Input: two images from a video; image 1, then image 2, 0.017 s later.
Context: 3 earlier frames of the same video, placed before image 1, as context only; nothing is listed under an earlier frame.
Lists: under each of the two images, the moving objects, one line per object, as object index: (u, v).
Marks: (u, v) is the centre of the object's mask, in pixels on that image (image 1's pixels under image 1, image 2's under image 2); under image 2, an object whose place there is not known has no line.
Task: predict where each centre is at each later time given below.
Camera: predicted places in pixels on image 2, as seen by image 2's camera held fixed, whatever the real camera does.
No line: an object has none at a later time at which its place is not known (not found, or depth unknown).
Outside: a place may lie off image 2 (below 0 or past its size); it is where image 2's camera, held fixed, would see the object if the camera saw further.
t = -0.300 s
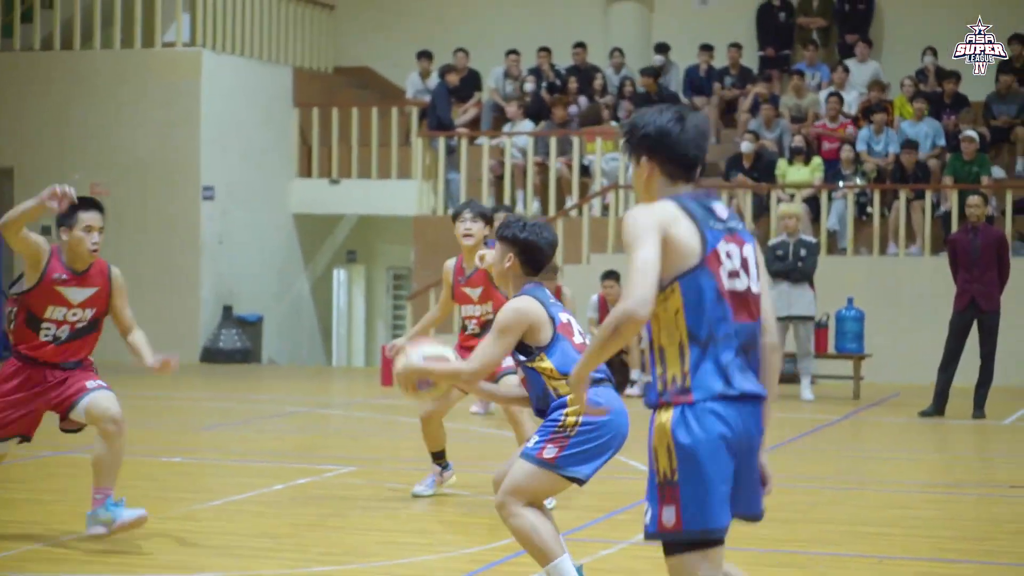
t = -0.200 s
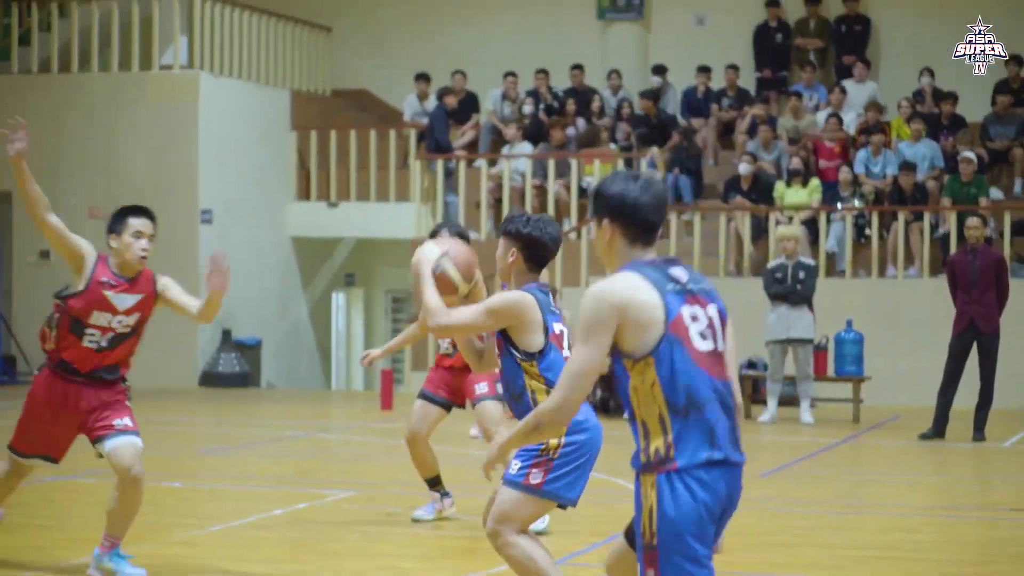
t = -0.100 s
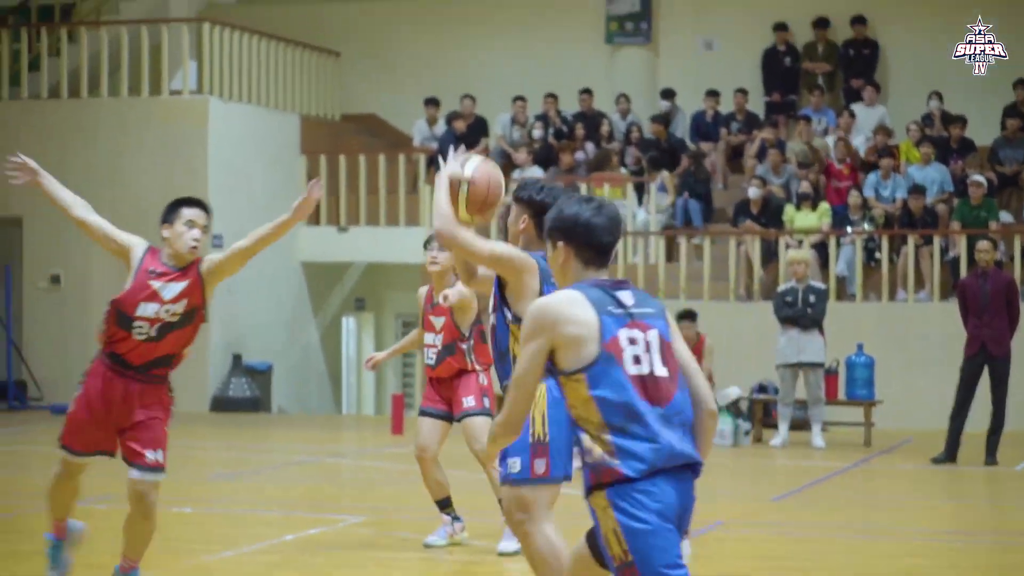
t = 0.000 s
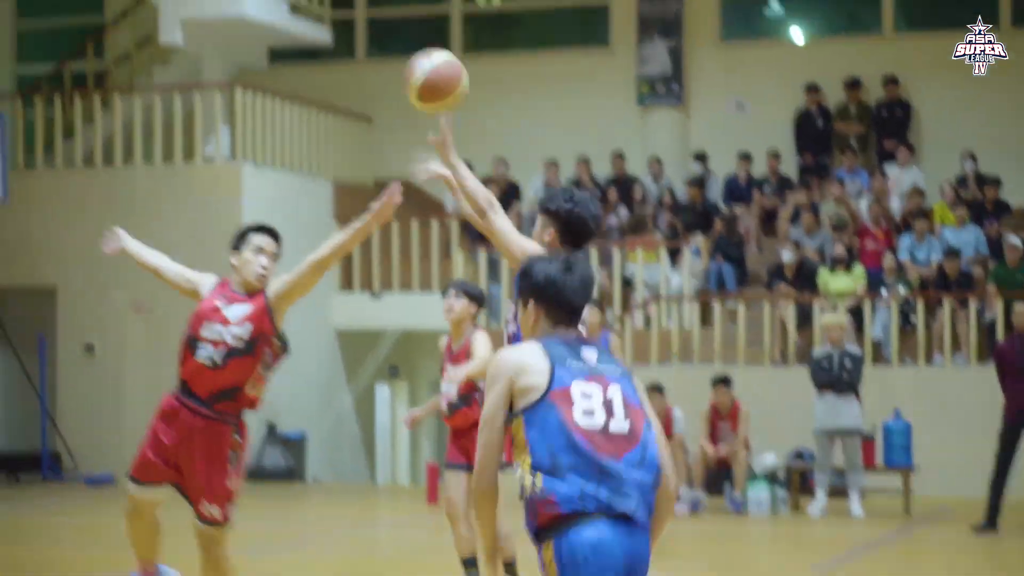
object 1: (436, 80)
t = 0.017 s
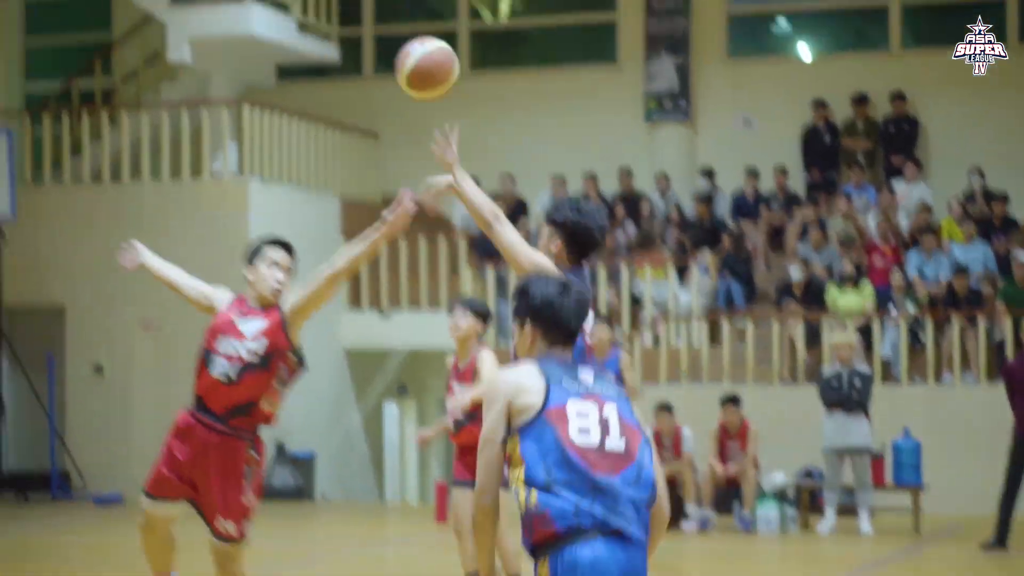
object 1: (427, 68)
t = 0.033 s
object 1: (407, 34)
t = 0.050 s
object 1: (390, 5)
